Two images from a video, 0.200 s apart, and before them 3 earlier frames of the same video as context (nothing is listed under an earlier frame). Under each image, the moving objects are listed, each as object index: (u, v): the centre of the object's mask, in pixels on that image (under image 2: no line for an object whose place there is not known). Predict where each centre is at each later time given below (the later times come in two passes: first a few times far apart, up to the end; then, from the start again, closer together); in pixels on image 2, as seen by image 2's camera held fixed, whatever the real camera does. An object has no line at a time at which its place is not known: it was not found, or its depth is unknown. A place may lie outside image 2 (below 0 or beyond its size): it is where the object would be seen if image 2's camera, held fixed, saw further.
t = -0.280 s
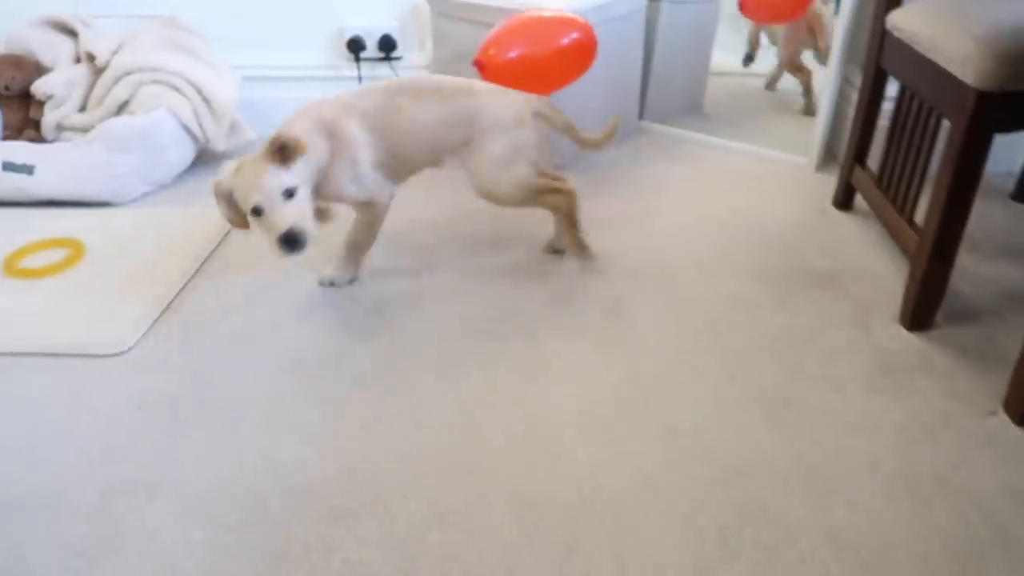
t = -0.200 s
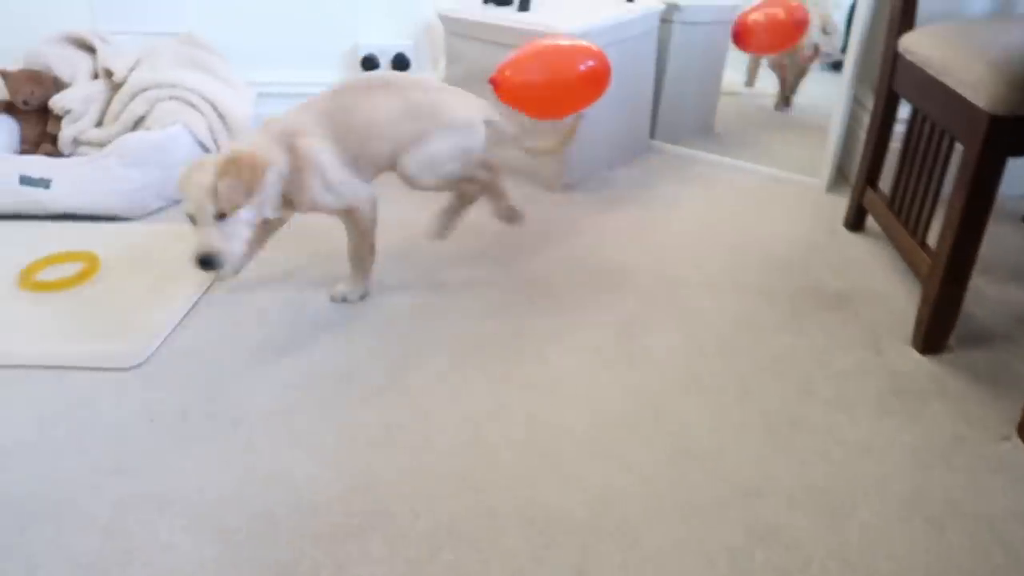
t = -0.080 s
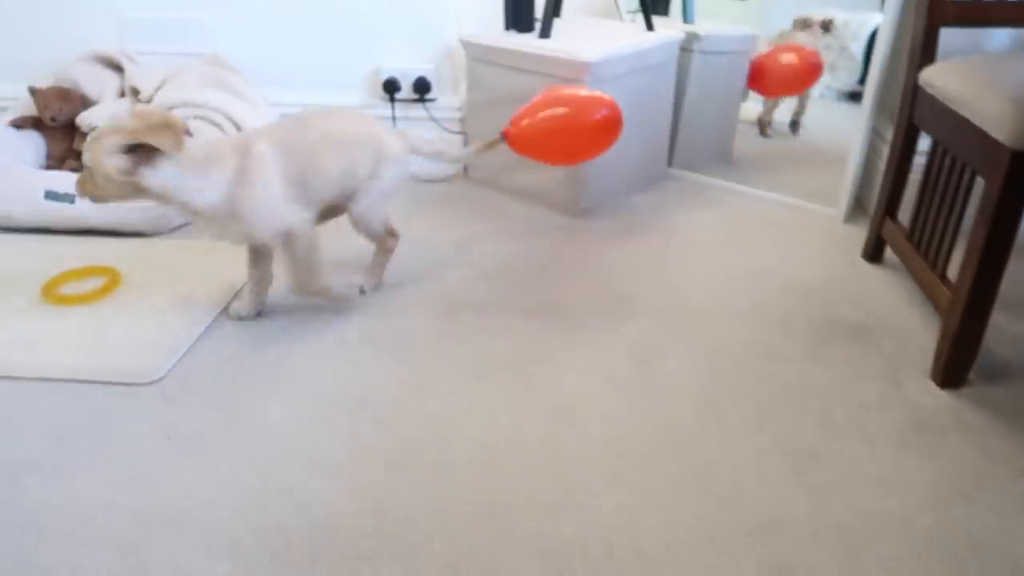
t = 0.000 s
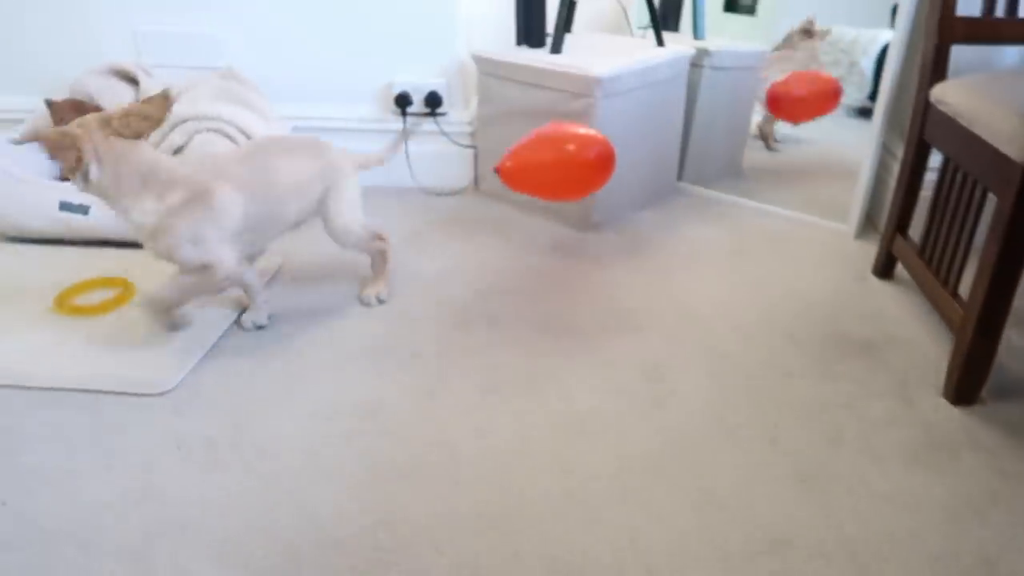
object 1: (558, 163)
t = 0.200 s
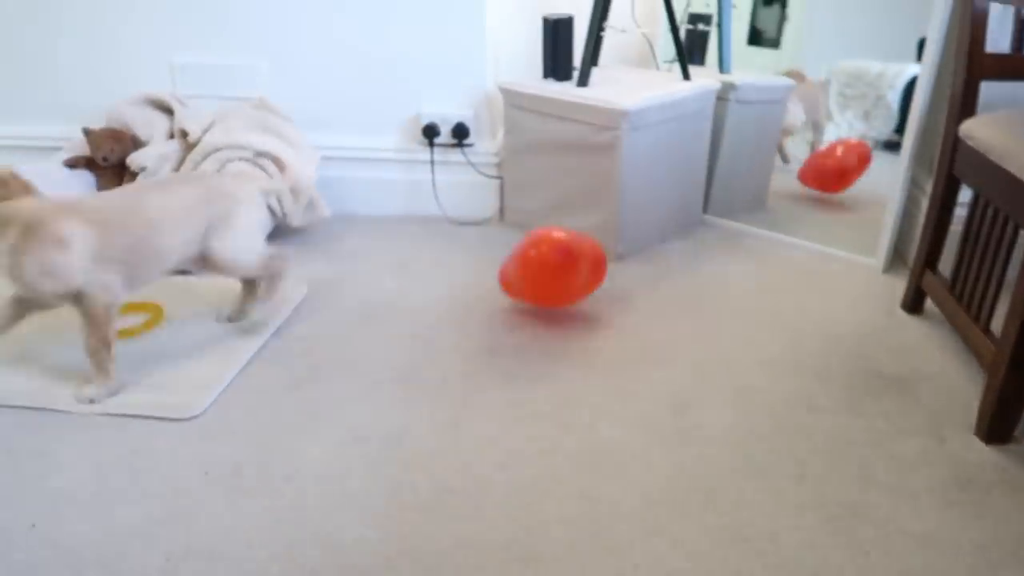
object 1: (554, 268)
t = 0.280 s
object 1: (554, 284)
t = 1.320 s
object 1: (546, 292)
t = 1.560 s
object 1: (538, 296)
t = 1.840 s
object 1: (544, 294)
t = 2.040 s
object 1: (547, 292)
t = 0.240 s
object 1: (550, 283)
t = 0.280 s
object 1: (554, 284)
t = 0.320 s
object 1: (554, 287)
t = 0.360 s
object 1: (553, 292)
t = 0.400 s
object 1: (552, 298)
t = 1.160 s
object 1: (548, 294)
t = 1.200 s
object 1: (548, 293)
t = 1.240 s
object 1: (548, 292)
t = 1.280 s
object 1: (547, 292)
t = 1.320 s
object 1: (546, 292)
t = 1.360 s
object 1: (545, 293)
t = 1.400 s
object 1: (543, 294)
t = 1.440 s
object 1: (541, 295)
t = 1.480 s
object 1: (540, 296)
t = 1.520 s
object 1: (539, 296)
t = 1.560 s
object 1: (538, 296)
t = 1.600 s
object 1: (538, 296)
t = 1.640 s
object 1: (538, 296)
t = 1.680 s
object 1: (539, 295)
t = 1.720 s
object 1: (540, 295)
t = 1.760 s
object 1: (541, 295)
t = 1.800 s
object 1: (543, 295)
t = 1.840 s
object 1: (544, 294)
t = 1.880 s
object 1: (546, 294)
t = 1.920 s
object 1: (547, 293)
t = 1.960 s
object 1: (547, 292)
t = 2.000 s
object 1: (547, 293)
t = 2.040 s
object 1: (547, 292)
